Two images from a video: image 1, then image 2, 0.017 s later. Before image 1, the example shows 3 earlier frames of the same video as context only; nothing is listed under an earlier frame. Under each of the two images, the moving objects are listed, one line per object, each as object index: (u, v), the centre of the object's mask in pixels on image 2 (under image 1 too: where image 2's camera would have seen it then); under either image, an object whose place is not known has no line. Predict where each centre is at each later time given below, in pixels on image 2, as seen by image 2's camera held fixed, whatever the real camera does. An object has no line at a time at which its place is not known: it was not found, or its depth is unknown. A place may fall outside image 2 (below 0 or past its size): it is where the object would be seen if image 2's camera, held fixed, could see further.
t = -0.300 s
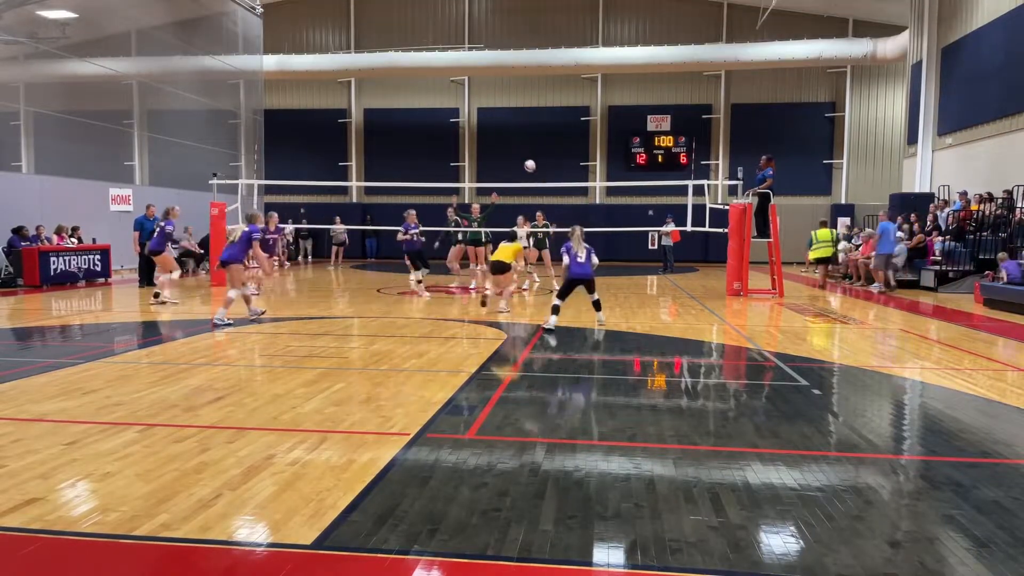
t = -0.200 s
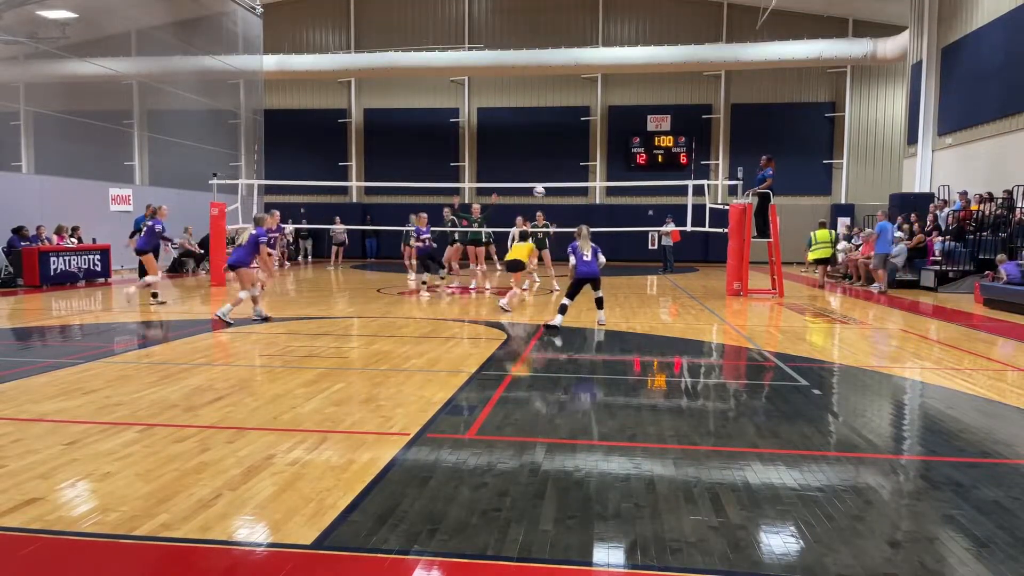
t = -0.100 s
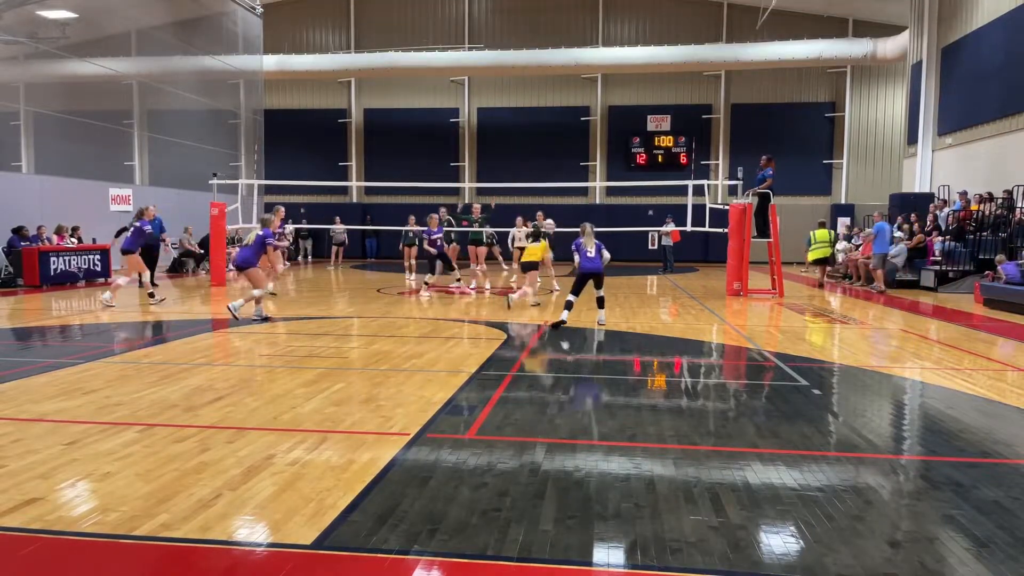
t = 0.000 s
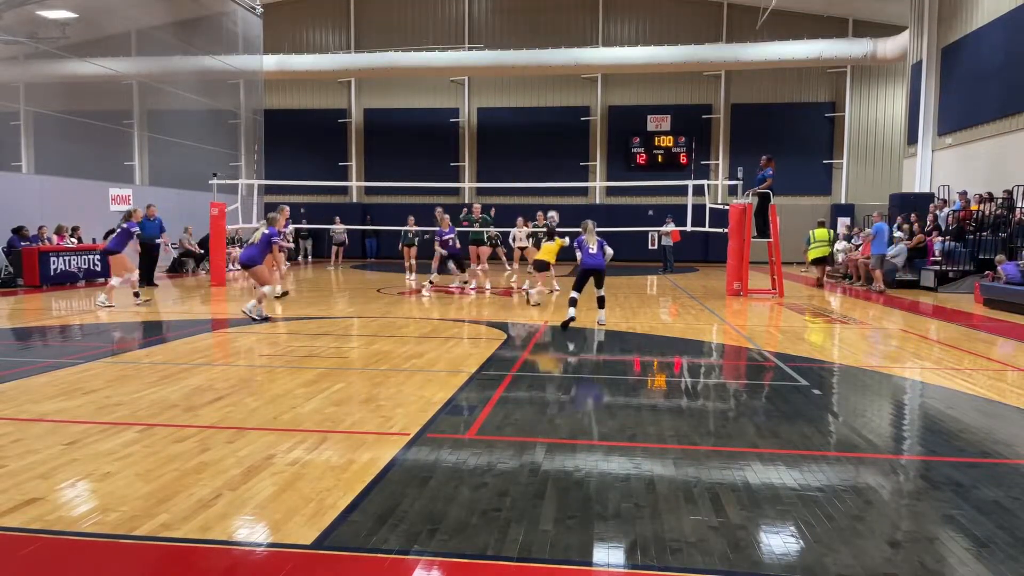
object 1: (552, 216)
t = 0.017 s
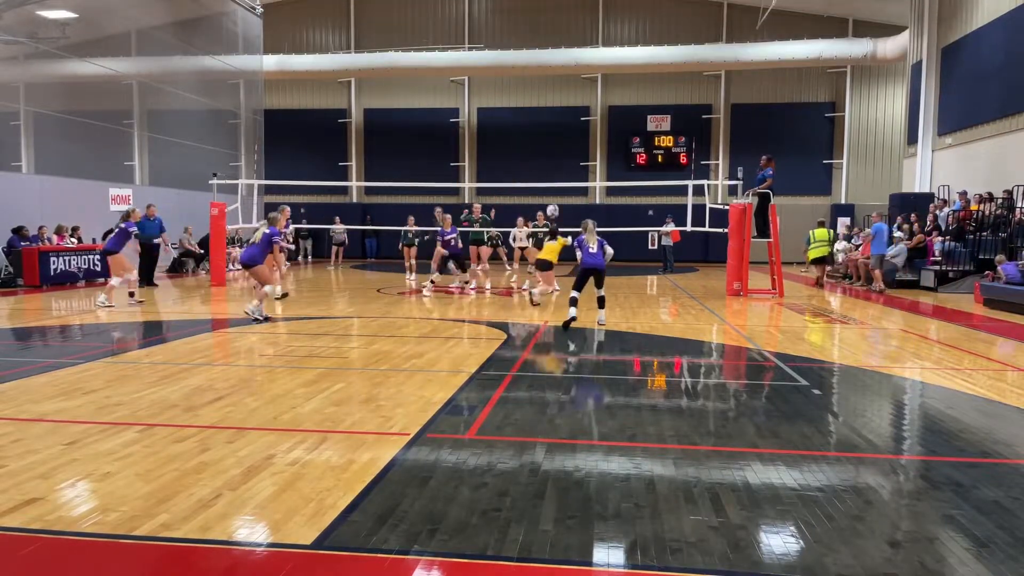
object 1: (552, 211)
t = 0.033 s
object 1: (552, 205)
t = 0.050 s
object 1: (552, 197)
